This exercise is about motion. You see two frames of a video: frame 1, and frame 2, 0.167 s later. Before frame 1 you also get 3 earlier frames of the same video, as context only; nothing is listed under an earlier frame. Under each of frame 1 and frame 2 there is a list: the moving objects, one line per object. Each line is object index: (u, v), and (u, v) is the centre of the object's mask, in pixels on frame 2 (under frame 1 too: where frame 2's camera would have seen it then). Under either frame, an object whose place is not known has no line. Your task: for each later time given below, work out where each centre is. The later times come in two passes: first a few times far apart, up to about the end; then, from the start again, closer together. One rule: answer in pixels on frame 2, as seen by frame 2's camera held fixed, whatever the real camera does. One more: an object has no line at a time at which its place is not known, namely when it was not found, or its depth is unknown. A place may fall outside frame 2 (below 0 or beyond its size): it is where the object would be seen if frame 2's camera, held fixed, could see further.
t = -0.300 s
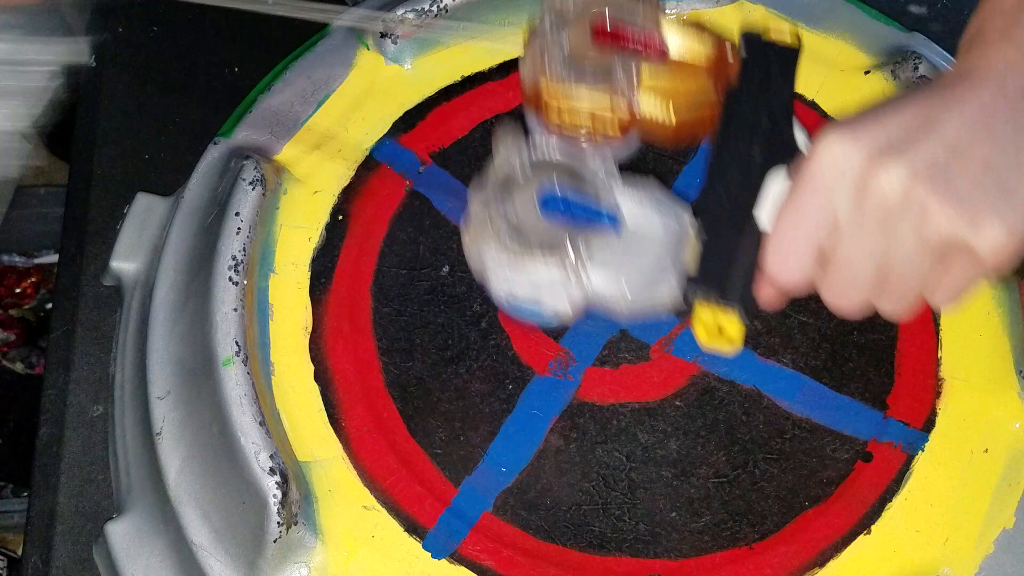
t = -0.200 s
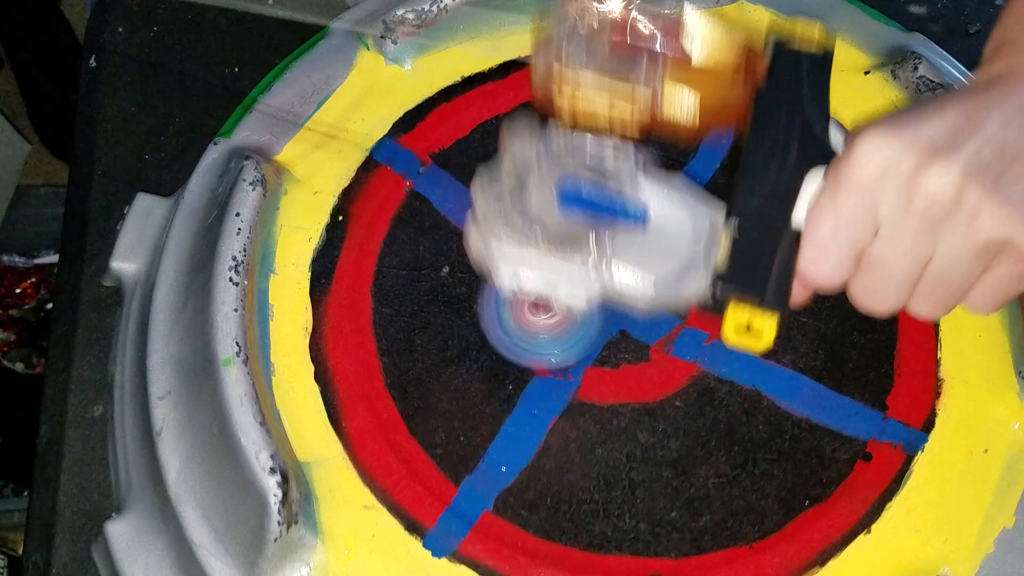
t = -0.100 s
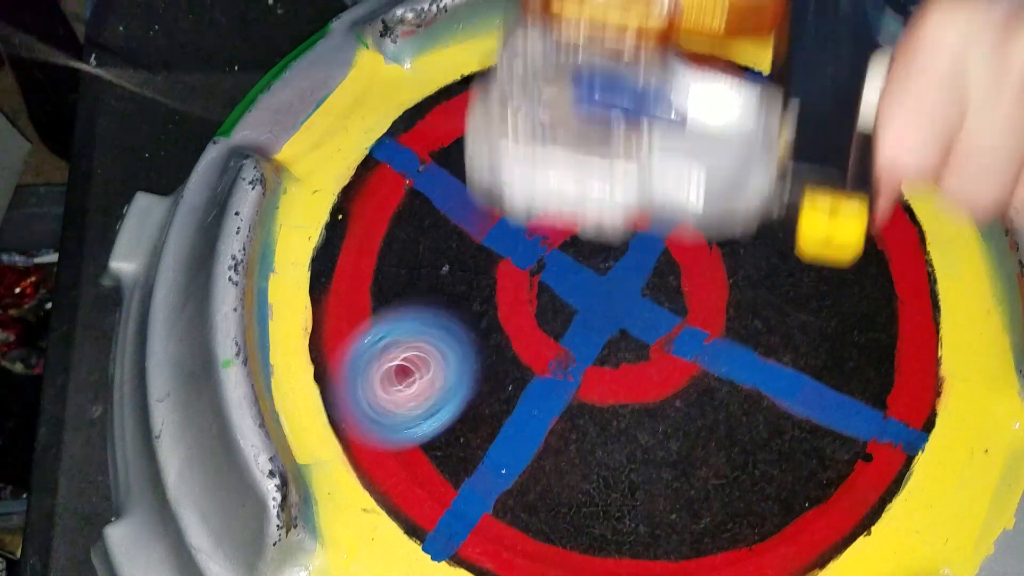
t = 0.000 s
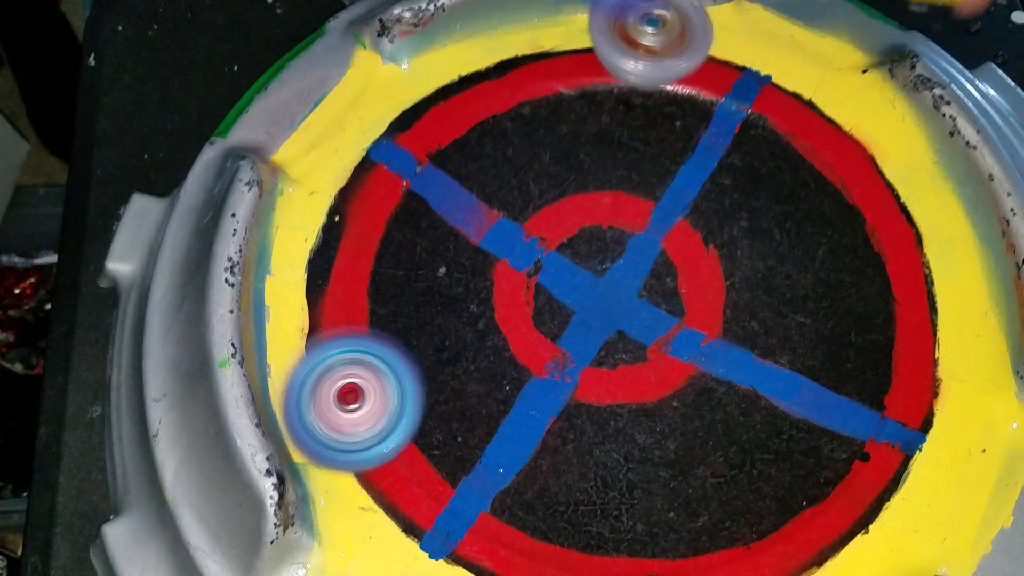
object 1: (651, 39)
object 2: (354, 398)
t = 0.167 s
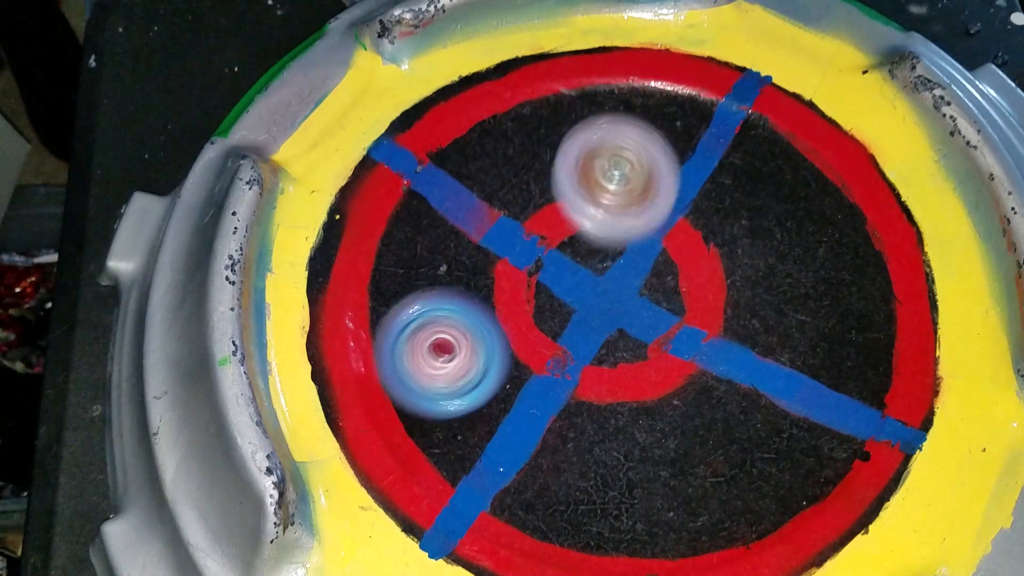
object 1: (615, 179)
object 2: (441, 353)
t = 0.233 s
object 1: (588, 259)
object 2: (474, 318)
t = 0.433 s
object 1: (807, 182)
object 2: (323, 346)
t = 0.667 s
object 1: (722, 126)
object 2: (511, 266)
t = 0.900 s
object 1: (519, 97)
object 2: (630, 346)
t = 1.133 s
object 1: (523, 277)
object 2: (542, 521)
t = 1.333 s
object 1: (711, 386)
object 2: (399, 512)
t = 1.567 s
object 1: (858, 281)
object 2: (405, 368)
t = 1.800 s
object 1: (723, 141)
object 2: (621, 276)
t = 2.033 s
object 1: (530, 213)
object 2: (797, 360)
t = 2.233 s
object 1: (554, 408)
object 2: (751, 472)
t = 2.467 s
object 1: (545, 461)
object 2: (749, 475)
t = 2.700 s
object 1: (511, 379)
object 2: (845, 367)
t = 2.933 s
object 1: (558, 334)
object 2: (836, 291)
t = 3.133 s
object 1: (567, 330)
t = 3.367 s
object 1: (554, 341)
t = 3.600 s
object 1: (540, 338)
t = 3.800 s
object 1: (546, 328)
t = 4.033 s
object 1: (572, 312)
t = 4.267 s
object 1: (537, 268)
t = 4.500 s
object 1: (488, 260)
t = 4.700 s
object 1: (508, 277)
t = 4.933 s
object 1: (504, 301)
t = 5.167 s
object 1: (492, 318)
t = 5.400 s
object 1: (557, 334)
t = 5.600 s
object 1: (616, 304)
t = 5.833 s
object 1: (590, 259)
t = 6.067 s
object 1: (550, 253)
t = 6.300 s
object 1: (510, 238)
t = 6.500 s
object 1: (508, 264)
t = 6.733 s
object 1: (494, 237)
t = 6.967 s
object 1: (543, 261)
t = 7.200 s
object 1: (595, 240)
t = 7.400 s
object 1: (594, 187)
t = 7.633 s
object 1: (596, 222)
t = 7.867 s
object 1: (595, 271)
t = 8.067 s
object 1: (618, 279)
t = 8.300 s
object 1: (634, 290)
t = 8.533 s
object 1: (631, 270)
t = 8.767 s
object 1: (624, 269)
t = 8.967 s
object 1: (601, 274)
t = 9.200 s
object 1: (583, 283)
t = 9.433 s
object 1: (579, 284)
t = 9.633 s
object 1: (581, 281)
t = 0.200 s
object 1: (601, 221)
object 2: (461, 333)
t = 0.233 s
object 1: (588, 259)
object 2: (474, 318)
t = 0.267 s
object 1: (635, 253)
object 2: (419, 337)
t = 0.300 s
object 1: (684, 242)
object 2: (365, 350)
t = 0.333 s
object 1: (725, 228)
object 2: (317, 351)
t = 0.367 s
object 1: (761, 214)
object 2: (309, 345)
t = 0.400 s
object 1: (787, 199)
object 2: (307, 348)
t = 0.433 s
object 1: (807, 182)
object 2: (323, 346)
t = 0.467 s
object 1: (820, 163)
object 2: (348, 347)
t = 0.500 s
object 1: (825, 148)
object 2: (370, 333)
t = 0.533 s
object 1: (821, 131)
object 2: (394, 330)
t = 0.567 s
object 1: (807, 124)
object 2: (424, 314)
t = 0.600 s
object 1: (782, 125)
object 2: (450, 302)
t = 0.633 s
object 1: (754, 125)
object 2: (480, 284)
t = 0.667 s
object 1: (722, 126)
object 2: (511, 266)
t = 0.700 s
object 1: (686, 129)
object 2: (540, 251)
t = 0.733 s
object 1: (649, 133)
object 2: (567, 237)
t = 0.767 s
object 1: (621, 126)
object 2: (587, 245)
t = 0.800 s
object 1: (594, 111)
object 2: (602, 266)
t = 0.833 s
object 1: (568, 101)
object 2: (617, 291)
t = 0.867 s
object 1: (543, 95)
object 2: (623, 316)
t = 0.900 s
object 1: (519, 97)
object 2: (630, 346)
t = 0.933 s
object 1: (500, 107)
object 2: (634, 377)
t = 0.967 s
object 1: (487, 125)
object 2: (632, 410)
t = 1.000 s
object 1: (482, 149)
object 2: (624, 442)
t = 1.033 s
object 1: (484, 178)
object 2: (610, 473)
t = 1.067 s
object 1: (492, 209)
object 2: (592, 498)
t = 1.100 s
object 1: (504, 243)
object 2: (568, 514)
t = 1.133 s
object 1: (523, 277)
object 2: (542, 521)
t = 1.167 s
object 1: (547, 308)
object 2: (513, 525)
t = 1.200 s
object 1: (575, 338)
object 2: (485, 528)
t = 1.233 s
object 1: (609, 361)
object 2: (459, 529)
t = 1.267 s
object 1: (642, 377)
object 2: (434, 526)
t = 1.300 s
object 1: (677, 385)
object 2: (414, 521)
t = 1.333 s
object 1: (711, 386)
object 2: (399, 512)
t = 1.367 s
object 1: (746, 382)
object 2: (388, 500)
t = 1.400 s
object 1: (777, 375)
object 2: (377, 479)
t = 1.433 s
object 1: (801, 361)
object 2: (372, 457)
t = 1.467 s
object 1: (823, 345)
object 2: (373, 432)
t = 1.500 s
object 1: (840, 326)
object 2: (378, 409)
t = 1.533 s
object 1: (853, 305)
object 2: (388, 388)
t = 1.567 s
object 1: (858, 281)
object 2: (405, 368)
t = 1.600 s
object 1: (855, 258)
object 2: (429, 348)
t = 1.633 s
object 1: (846, 234)
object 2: (454, 330)
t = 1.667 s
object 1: (830, 211)
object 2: (484, 312)
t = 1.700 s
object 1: (811, 191)
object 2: (518, 298)
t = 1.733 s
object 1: (786, 170)
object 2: (553, 287)
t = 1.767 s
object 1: (757, 154)
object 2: (589, 280)
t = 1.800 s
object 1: (723, 141)
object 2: (621, 276)
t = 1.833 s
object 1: (693, 134)
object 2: (651, 276)
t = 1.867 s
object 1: (660, 133)
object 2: (683, 280)
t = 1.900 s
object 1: (629, 139)
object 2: (712, 290)
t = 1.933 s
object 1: (601, 147)
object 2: (738, 304)
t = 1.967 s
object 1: (572, 165)
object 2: (762, 319)
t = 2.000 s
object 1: (550, 187)
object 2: (783, 339)
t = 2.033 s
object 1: (530, 213)
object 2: (797, 360)
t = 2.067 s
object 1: (517, 244)
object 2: (810, 386)
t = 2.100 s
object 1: (511, 275)
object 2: (812, 409)
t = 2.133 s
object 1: (512, 309)
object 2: (807, 433)
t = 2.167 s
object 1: (521, 343)
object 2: (793, 452)
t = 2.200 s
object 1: (535, 375)
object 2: (775, 465)
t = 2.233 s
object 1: (554, 408)
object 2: (751, 472)
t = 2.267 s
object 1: (577, 434)
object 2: (729, 476)
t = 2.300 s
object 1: (561, 447)
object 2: (755, 490)
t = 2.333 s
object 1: (547, 455)
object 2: (777, 497)
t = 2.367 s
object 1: (539, 461)
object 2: (785, 498)
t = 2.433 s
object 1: (539, 463)
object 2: (766, 489)
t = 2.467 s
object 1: (545, 461)
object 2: (749, 475)
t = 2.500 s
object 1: (555, 450)
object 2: (730, 460)
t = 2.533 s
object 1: (561, 442)
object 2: (717, 443)
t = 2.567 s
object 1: (540, 429)
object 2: (741, 430)
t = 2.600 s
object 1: (526, 416)
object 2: (770, 415)
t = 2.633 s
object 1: (517, 403)
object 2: (798, 399)
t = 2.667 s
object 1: (511, 391)
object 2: (822, 381)
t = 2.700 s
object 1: (511, 379)
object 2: (845, 367)
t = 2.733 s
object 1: (512, 370)
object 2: (865, 352)
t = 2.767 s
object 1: (519, 358)
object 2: (882, 339)
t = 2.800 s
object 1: (527, 352)
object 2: (891, 326)
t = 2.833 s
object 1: (536, 346)
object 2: (884, 314)
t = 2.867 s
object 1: (544, 340)
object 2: (870, 305)
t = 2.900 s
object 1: (551, 337)
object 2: (855, 298)
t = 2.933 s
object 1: (558, 334)
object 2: (836, 291)
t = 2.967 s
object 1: (562, 332)
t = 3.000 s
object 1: (564, 330)
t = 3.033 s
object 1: (566, 327)
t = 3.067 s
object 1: (568, 327)
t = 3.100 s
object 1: (569, 329)
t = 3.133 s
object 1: (567, 330)
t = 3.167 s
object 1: (561, 332)
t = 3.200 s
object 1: (557, 334)
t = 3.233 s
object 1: (553, 335)
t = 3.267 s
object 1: (553, 335)
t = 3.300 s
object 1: (553, 337)
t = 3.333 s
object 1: (553, 339)
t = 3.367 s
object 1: (554, 341)
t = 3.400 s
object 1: (554, 342)
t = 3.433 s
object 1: (552, 342)
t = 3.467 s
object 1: (547, 341)
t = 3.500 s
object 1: (544, 341)
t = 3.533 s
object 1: (541, 341)
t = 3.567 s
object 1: (541, 340)
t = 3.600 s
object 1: (540, 338)
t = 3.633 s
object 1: (538, 335)
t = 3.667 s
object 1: (536, 332)
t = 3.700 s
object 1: (537, 330)
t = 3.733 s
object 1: (541, 329)
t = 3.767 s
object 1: (544, 329)
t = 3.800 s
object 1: (546, 328)
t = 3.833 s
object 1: (548, 330)
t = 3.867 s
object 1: (552, 333)
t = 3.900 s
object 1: (556, 336)
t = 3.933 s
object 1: (561, 334)
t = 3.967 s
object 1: (565, 328)
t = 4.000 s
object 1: (569, 320)
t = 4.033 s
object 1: (572, 312)
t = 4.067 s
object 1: (575, 303)
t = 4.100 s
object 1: (574, 293)
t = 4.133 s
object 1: (566, 284)
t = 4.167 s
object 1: (558, 276)
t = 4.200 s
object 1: (552, 272)
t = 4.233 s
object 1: (545, 271)
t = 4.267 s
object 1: (537, 268)
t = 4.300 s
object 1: (528, 267)
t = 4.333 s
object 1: (518, 267)
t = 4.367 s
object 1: (509, 267)
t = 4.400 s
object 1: (500, 267)
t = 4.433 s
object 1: (492, 265)
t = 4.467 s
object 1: (488, 262)
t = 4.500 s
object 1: (488, 260)
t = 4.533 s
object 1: (491, 261)
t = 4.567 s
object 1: (497, 263)
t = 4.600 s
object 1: (505, 268)
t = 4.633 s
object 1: (505, 272)
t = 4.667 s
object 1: (505, 275)
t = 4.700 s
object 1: (508, 277)
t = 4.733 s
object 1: (518, 278)
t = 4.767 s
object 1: (527, 279)
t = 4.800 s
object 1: (516, 288)
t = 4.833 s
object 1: (507, 296)
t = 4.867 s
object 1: (501, 301)
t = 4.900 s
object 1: (499, 302)
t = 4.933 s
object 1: (504, 301)
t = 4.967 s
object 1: (513, 298)
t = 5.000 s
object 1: (525, 296)
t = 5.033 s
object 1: (540, 298)
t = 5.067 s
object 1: (527, 300)
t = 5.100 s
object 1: (509, 304)
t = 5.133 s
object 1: (499, 309)
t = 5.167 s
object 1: (492, 318)
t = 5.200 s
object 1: (490, 325)
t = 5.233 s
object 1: (494, 329)
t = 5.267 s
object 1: (504, 334)
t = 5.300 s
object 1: (517, 336)
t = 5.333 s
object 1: (530, 337)
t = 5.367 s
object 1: (543, 336)
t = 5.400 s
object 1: (557, 334)
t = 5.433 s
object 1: (570, 333)
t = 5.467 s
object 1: (581, 331)
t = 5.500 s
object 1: (594, 328)
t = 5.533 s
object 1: (604, 323)
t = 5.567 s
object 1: (611, 314)
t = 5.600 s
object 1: (616, 304)
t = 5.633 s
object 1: (613, 290)
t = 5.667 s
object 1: (608, 276)
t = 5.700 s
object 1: (603, 267)
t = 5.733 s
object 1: (600, 262)
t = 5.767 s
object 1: (597, 261)
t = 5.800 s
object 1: (596, 264)
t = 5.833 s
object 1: (590, 259)
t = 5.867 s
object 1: (584, 254)
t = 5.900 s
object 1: (576, 253)
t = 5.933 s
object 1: (569, 254)
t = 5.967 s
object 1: (564, 257)
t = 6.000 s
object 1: (562, 263)
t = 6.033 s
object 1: (561, 268)
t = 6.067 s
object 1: (550, 253)
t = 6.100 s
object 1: (541, 237)
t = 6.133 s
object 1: (534, 228)
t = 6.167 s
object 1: (529, 224)
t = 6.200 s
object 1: (524, 226)
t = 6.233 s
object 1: (518, 231)
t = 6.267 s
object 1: (511, 235)
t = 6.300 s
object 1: (510, 238)
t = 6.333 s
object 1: (508, 244)
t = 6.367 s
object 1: (505, 252)
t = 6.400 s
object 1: (504, 258)
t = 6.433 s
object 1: (504, 262)
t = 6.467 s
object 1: (505, 264)
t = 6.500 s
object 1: (508, 264)
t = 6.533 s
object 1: (512, 263)
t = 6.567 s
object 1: (515, 260)
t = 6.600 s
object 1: (507, 247)
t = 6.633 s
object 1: (501, 239)
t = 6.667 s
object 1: (494, 236)
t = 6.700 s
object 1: (492, 236)
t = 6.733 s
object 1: (494, 237)
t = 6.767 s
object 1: (497, 241)
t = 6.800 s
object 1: (503, 245)
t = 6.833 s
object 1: (508, 251)
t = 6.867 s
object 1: (514, 256)
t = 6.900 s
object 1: (521, 260)
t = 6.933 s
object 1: (531, 262)
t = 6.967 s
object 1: (543, 261)
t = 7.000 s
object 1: (554, 253)
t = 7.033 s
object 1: (564, 244)
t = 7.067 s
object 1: (572, 239)
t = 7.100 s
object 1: (579, 238)
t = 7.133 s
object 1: (585, 238)
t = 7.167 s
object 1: (590, 238)
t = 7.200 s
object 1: (595, 240)
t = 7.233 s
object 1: (598, 244)
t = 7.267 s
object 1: (595, 222)
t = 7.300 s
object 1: (592, 204)
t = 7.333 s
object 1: (592, 193)
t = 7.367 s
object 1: (593, 189)
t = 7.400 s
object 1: (594, 187)
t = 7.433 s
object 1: (594, 189)
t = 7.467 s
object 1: (595, 191)
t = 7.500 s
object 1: (596, 195)
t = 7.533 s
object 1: (597, 201)
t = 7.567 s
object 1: (597, 208)
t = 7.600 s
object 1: (597, 215)
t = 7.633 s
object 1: (596, 222)
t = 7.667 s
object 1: (597, 231)
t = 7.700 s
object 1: (597, 239)
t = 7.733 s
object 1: (598, 248)
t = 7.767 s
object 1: (598, 256)
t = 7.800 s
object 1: (597, 264)
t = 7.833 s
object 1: (597, 270)
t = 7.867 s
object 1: (595, 271)
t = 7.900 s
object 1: (596, 270)
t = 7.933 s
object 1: (599, 272)
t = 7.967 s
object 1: (603, 275)
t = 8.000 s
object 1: (607, 279)
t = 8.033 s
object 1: (613, 281)
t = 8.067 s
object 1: (618, 279)
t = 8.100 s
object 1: (623, 278)
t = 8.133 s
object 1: (627, 278)
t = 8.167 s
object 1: (630, 279)
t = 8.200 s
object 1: (633, 282)
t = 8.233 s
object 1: (634, 285)
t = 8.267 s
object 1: (634, 287)
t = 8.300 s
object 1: (634, 290)
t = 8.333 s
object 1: (634, 288)
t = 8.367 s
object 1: (634, 283)
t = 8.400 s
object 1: (632, 279)
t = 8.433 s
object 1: (631, 276)
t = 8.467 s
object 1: (631, 273)
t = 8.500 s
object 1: (630, 271)
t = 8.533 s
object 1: (631, 270)
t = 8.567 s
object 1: (632, 269)
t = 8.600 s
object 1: (633, 264)
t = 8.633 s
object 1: (632, 261)
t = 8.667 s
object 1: (631, 262)
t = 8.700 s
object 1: (629, 265)
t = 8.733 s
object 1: (626, 269)
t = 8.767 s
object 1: (624, 269)
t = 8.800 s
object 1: (619, 267)
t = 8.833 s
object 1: (614, 269)
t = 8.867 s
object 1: (610, 273)
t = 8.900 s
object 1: (607, 276)
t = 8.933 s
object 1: (603, 276)
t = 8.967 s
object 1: (601, 274)
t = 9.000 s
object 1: (599, 274)
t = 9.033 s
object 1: (597, 277)
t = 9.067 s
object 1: (594, 281)
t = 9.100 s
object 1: (593, 282)
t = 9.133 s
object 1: (589, 281)
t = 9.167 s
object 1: (586, 282)
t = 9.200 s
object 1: (583, 283)
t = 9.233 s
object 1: (581, 283)
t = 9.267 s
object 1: (581, 283)
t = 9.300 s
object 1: (580, 283)
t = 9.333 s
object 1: (580, 282)
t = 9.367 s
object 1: (580, 283)
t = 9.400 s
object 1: (579, 283)
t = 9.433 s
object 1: (579, 284)
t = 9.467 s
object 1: (578, 283)
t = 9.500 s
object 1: (578, 283)
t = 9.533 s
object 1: (578, 282)
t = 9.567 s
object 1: (579, 282)
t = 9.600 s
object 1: (580, 282)
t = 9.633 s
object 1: (581, 281)
